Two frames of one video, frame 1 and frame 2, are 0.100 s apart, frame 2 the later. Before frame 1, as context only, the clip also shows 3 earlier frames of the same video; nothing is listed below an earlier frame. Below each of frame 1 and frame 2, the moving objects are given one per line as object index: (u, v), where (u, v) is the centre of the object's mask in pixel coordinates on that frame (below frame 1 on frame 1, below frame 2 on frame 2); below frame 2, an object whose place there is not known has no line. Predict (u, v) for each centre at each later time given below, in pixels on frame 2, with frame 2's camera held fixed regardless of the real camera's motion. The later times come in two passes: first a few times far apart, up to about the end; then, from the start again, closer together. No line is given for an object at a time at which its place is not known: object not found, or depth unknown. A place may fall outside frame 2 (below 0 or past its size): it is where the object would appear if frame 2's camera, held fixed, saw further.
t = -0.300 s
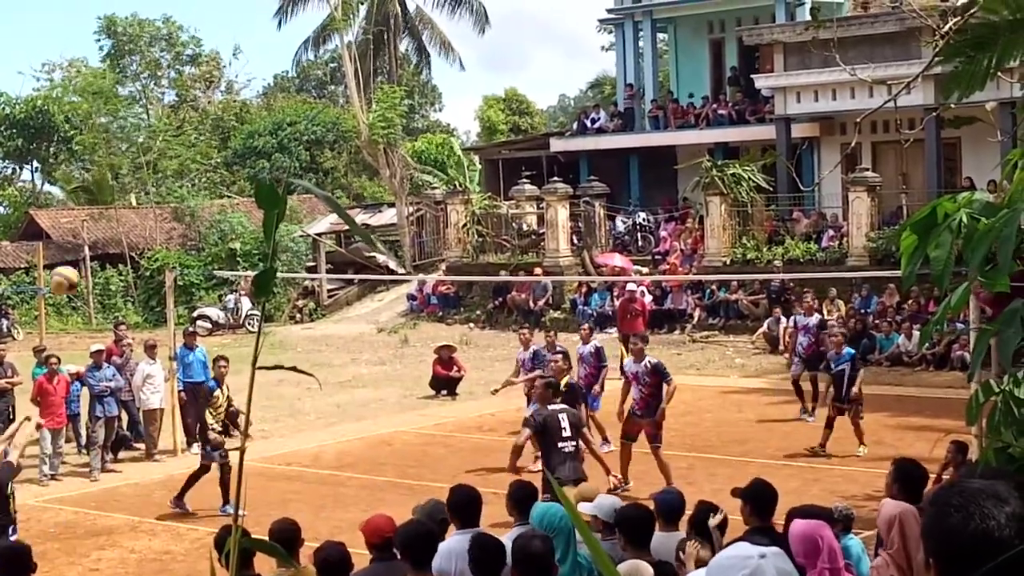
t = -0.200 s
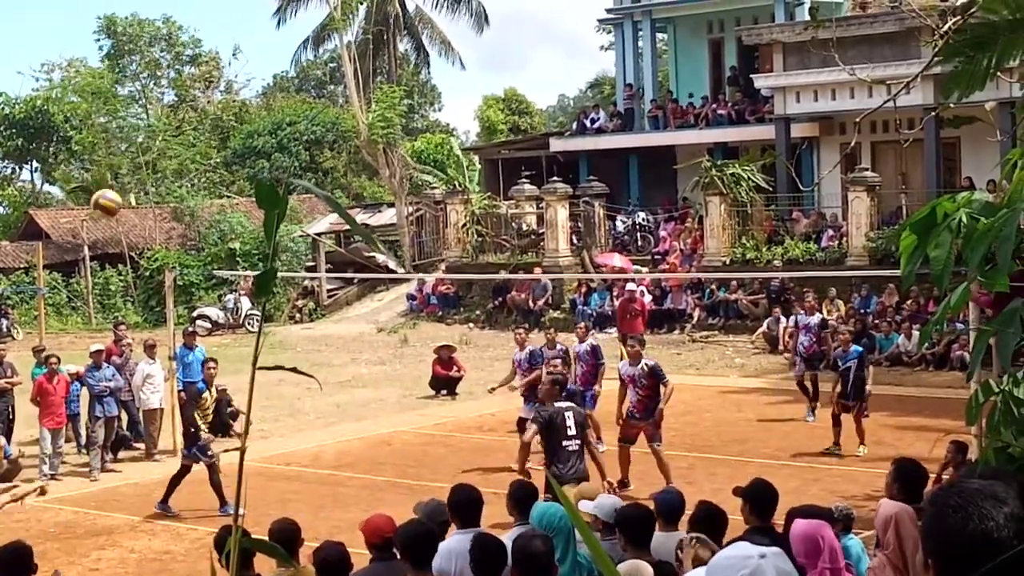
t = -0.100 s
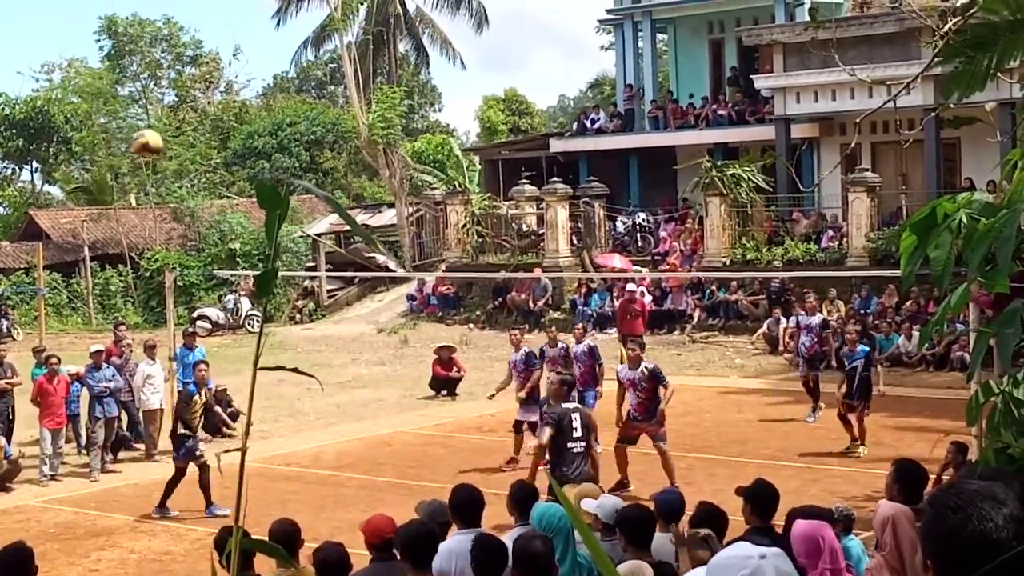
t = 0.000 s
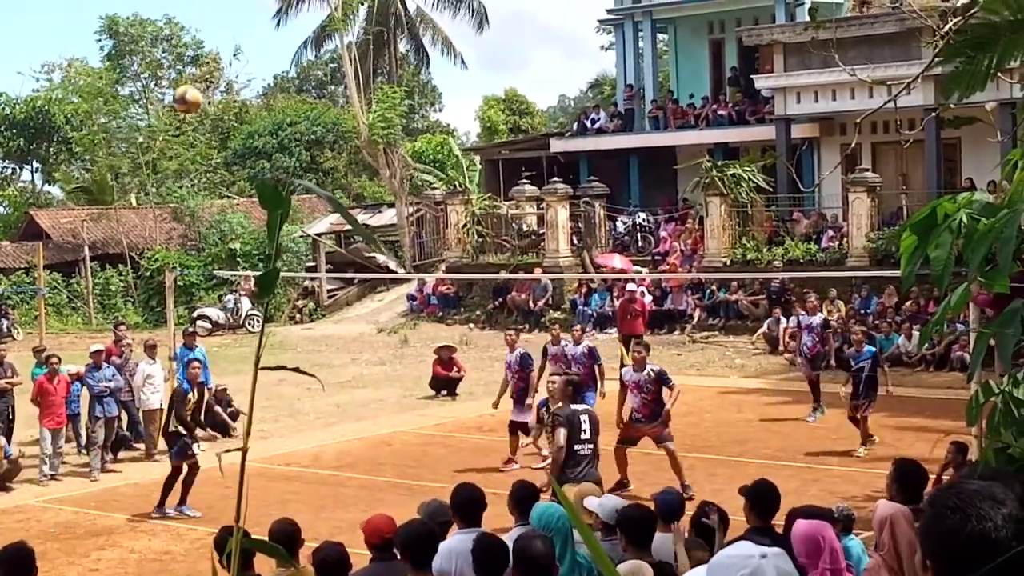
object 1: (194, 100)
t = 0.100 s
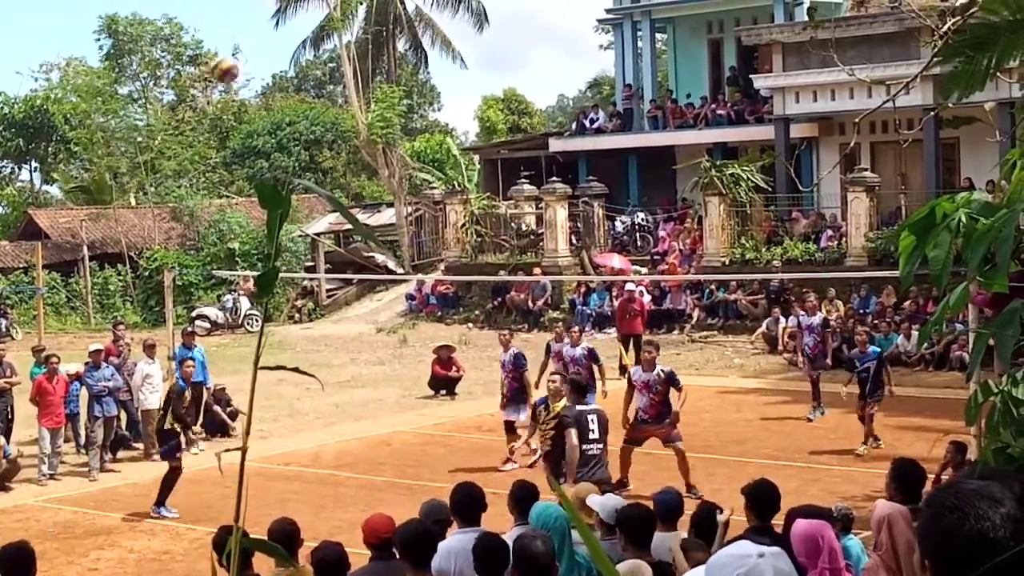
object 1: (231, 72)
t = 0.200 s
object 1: (268, 56)
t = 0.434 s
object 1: (350, 67)
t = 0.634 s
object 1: (418, 130)
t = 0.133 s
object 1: (244, 63)
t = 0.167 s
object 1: (256, 59)
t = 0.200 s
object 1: (268, 56)
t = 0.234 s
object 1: (281, 53)
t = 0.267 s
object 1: (294, 52)
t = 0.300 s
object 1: (306, 52)
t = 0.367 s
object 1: (332, 58)
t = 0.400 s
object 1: (341, 63)
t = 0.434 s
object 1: (350, 67)
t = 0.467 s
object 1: (358, 74)
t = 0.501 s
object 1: (370, 83)
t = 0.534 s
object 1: (385, 95)
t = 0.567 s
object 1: (397, 105)
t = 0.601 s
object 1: (407, 116)
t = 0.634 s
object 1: (418, 130)
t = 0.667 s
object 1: (427, 146)
